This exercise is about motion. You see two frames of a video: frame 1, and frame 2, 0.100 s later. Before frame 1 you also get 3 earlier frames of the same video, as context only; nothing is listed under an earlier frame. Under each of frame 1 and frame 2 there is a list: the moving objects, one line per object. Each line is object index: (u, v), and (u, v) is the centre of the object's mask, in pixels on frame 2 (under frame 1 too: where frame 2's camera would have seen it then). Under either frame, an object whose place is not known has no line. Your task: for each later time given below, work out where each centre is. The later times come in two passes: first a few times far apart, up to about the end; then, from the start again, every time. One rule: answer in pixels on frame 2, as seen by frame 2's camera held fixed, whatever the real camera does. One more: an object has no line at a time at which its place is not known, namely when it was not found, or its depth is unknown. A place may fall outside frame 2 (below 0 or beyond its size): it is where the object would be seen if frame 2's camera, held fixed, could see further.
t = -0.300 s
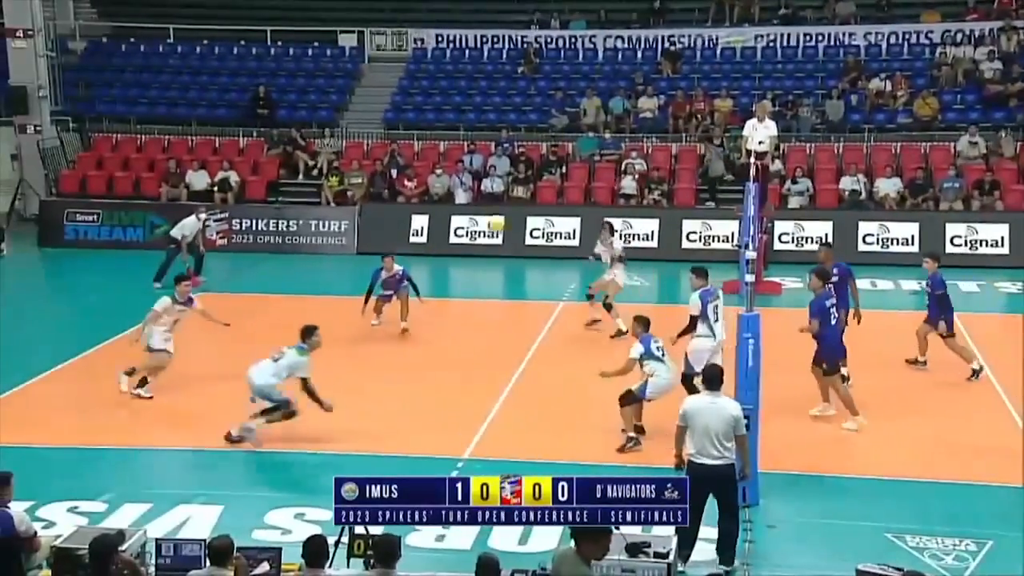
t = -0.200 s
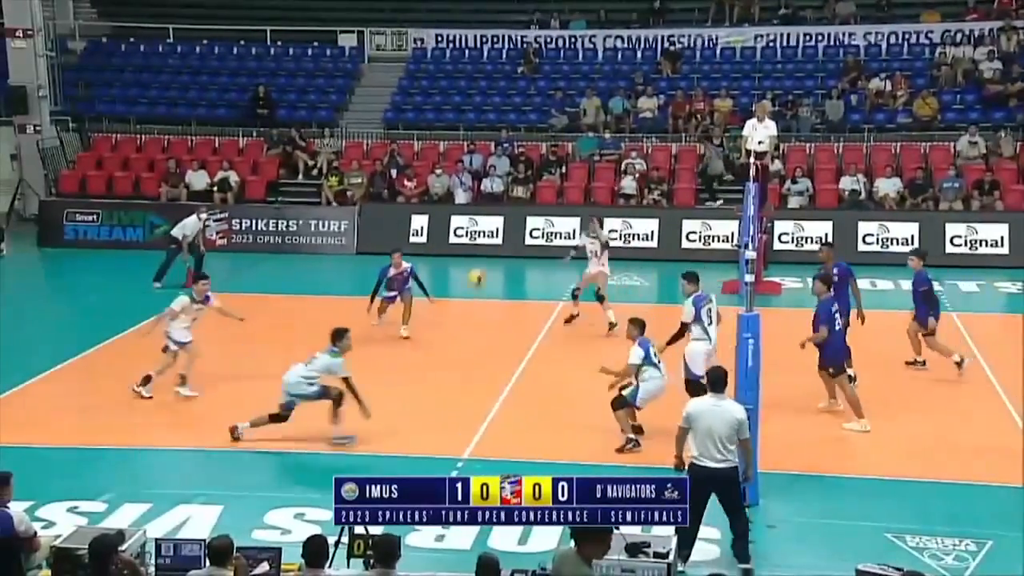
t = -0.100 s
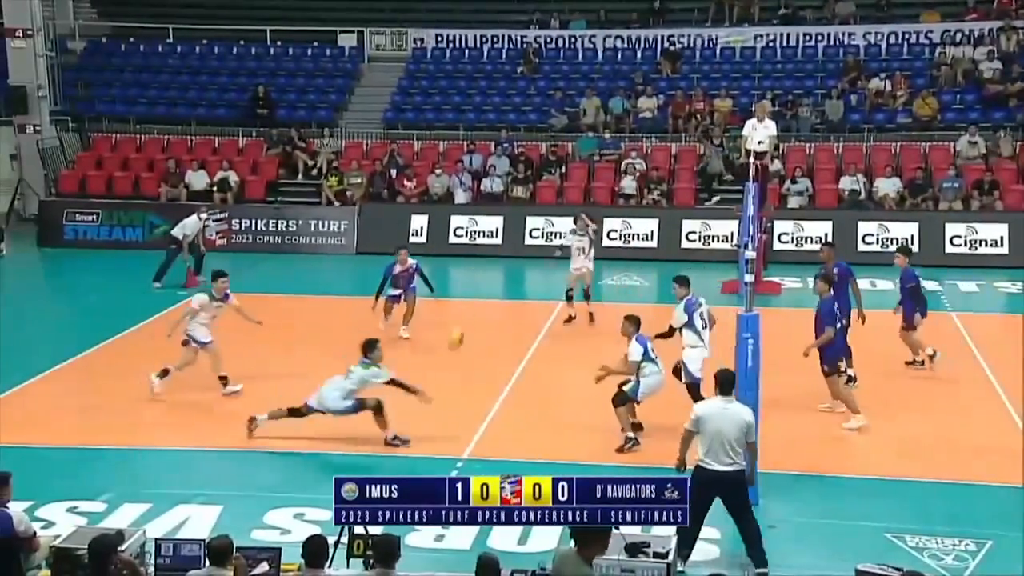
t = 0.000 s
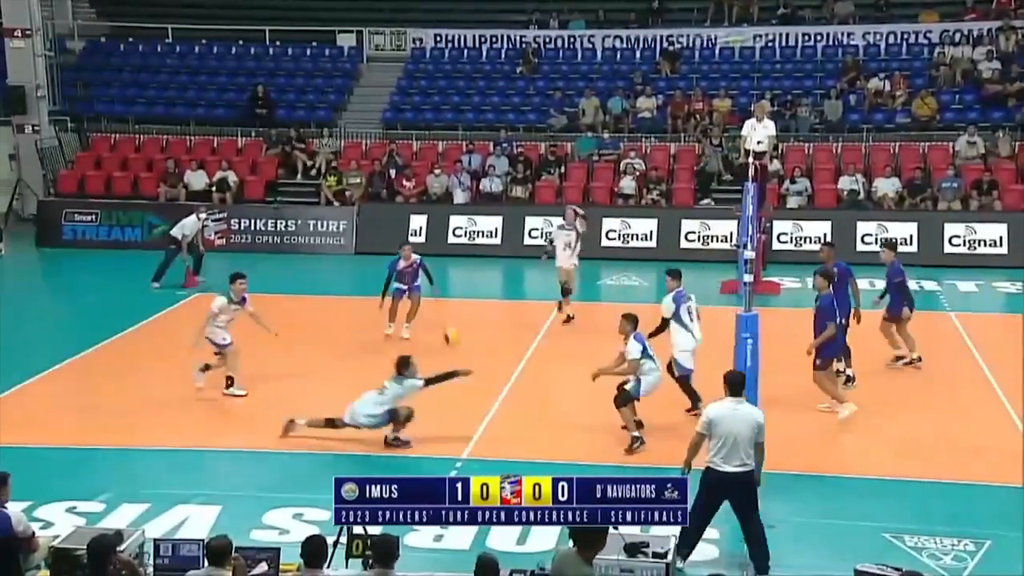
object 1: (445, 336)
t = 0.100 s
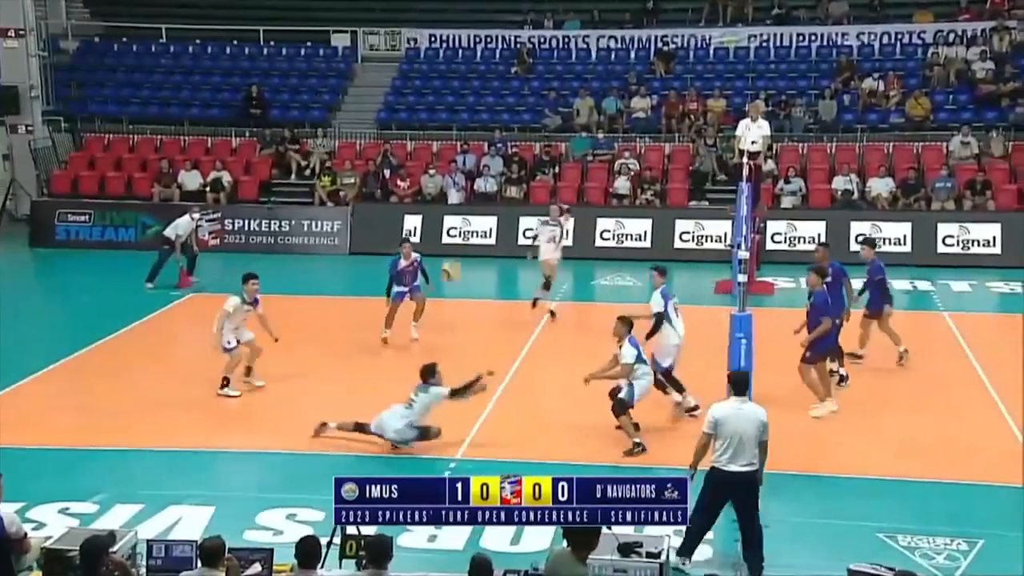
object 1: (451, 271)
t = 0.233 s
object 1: (459, 195)
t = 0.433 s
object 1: (464, 107)
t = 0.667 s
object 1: (468, 49)
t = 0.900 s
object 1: (474, 48)
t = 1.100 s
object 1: (486, 101)
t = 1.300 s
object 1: (488, 210)
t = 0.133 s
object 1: (453, 250)
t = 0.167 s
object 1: (451, 233)
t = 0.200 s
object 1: (453, 212)
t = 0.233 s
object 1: (459, 195)
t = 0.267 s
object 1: (459, 179)
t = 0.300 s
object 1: (458, 162)
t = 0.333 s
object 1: (458, 145)
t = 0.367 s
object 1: (460, 131)
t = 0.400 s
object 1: (462, 118)
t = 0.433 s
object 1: (464, 107)
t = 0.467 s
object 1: (464, 97)
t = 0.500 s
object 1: (468, 84)
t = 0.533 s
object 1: (467, 76)
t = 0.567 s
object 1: (467, 69)
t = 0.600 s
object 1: (470, 58)
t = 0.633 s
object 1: (471, 53)
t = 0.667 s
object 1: (468, 49)
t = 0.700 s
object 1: (470, 46)
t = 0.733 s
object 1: (473, 41)
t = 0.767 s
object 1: (473, 40)
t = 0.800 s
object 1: (471, 42)
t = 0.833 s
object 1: (475, 42)
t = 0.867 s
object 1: (478, 44)
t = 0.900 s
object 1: (474, 48)
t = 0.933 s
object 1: (475, 54)
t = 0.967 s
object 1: (481, 61)
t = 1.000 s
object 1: (481, 68)
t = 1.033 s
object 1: (479, 78)
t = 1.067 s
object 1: (480, 89)
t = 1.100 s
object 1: (486, 101)
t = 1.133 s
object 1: (485, 114)
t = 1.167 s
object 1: (483, 130)
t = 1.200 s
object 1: (483, 146)
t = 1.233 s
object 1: (483, 165)
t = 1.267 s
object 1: (488, 186)
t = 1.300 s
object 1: (488, 210)
